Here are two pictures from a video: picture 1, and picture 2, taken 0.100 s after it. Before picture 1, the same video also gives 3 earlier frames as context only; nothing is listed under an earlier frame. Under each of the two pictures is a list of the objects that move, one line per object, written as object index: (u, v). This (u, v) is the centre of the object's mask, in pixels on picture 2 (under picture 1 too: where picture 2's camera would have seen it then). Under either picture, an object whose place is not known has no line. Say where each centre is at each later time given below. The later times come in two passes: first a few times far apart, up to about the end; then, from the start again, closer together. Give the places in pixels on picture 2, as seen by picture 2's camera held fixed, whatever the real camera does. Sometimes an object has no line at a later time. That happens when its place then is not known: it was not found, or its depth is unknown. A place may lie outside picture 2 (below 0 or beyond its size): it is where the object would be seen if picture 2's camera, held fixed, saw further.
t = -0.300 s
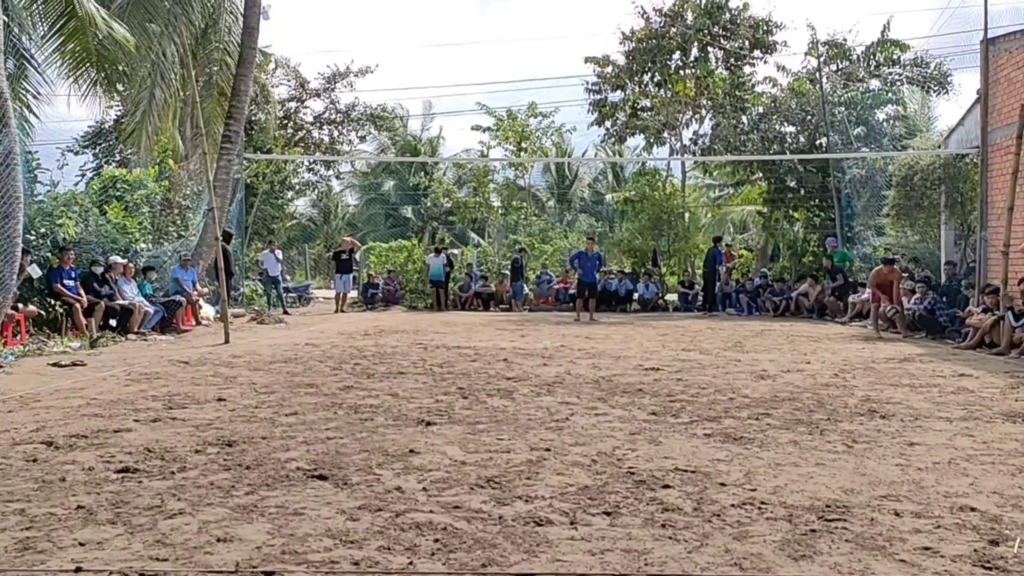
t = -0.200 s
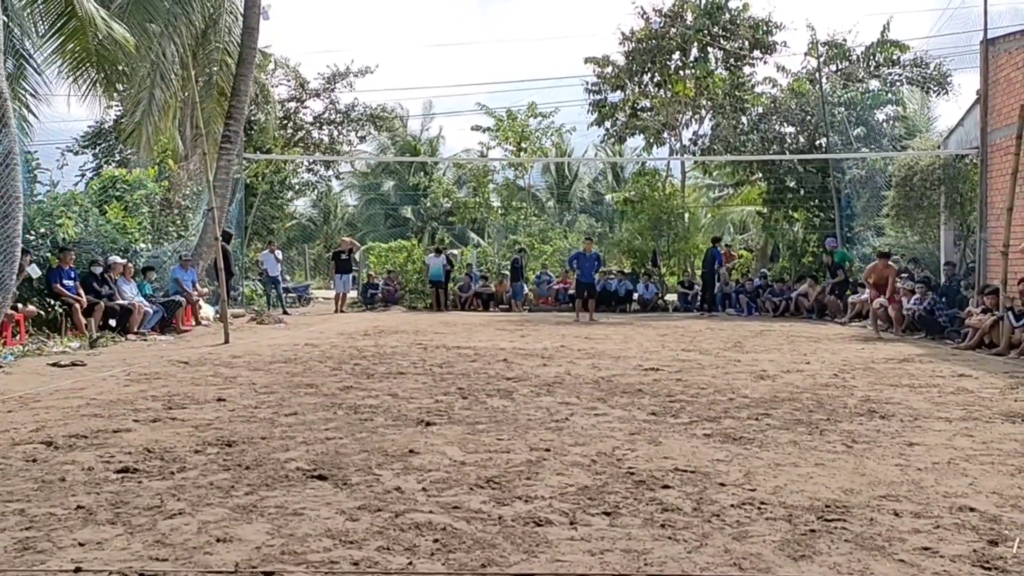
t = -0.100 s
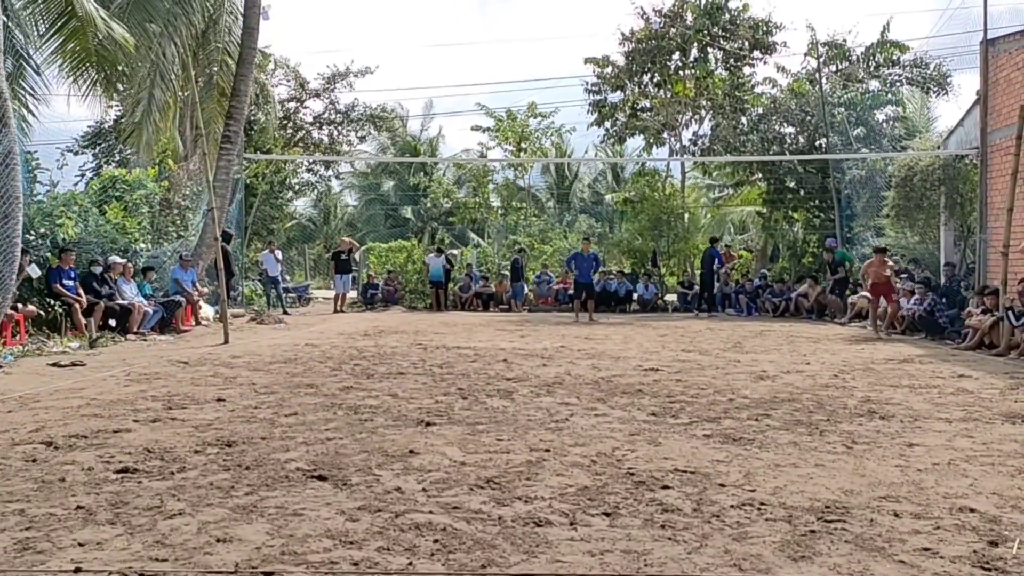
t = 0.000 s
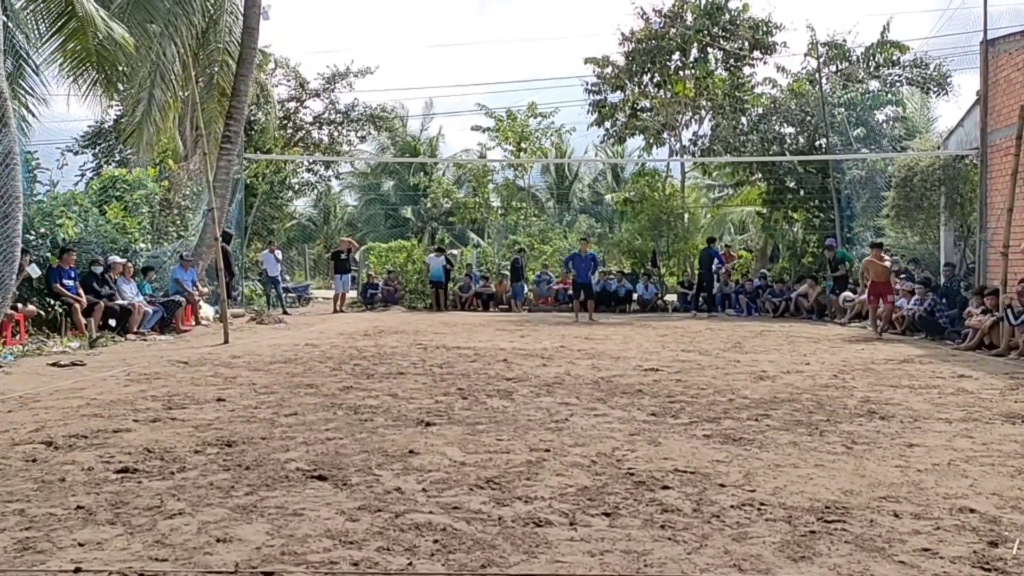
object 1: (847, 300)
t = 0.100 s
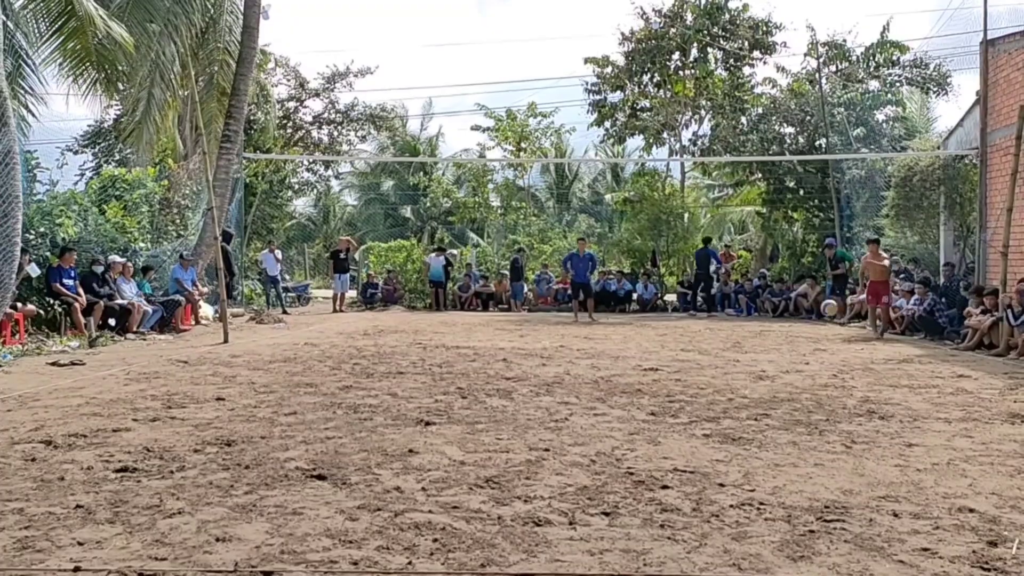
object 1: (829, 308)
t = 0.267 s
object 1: (798, 340)
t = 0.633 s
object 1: (761, 309)
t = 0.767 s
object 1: (747, 321)
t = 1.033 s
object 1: (715, 339)
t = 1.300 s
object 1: (678, 348)
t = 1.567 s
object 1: (643, 364)
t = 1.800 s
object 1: (613, 380)
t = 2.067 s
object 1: (591, 375)
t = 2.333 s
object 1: (575, 398)
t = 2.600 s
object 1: (562, 414)
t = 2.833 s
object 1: (551, 431)
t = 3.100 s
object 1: (543, 440)
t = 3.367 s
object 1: (534, 471)
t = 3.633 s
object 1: (515, 498)
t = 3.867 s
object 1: (491, 525)
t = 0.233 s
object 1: (804, 331)
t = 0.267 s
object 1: (798, 340)
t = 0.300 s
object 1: (793, 344)
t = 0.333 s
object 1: (790, 336)
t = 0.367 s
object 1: (787, 329)
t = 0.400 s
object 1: (784, 323)
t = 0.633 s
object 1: (761, 309)
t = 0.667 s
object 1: (758, 310)
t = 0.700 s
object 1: (754, 312)
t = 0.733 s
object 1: (750, 316)
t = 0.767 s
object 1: (747, 321)
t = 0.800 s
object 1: (743, 327)
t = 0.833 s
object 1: (739, 335)
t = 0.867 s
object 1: (735, 343)
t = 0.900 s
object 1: (731, 353)
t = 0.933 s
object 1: (727, 355)
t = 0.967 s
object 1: (724, 349)
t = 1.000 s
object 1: (719, 344)
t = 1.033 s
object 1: (715, 339)
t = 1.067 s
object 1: (710, 337)
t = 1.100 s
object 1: (706, 335)
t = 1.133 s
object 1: (701, 334)
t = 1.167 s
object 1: (697, 334)
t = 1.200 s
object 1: (692, 336)
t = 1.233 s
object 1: (688, 339)
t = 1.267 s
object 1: (683, 342)
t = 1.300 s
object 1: (678, 348)
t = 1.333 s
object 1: (673, 354)
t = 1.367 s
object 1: (668, 362)
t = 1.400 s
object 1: (663, 370)
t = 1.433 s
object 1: (659, 366)
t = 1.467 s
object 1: (655, 363)
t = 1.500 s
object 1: (651, 362)
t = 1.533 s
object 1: (647, 362)
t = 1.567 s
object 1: (643, 364)
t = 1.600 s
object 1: (639, 366)
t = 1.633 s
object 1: (635, 370)
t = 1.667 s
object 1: (630, 376)
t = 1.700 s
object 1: (625, 378)
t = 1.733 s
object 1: (621, 378)
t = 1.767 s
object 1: (617, 378)
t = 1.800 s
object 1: (613, 380)
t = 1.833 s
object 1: (608, 384)
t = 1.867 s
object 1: (604, 388)
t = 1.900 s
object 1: (601, 387)
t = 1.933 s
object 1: (599, 381)
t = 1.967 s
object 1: (597, 378)
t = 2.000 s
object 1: (594, 375)
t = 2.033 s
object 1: (592, 375)
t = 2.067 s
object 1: (591, 375)
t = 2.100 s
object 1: (588, 377)
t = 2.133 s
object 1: (586, 381)
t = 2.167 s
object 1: (584, 387)
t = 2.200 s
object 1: (581, 394)
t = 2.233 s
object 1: (580, 402)
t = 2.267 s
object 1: (579, 399)
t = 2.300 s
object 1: (577, 398)
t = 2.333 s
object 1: (575, 398)
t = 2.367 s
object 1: (573, 401)
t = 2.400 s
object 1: (571, 404)
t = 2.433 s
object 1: (569, 411)
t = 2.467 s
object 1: (568, 411)
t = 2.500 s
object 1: (566, 409)
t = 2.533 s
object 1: (565, 409)
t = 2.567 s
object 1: (563, 410)
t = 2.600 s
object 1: (562, 414)
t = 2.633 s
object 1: (560, 419)
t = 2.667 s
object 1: (559, 417)
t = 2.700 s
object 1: (557, 418)
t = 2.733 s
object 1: (555, 421)
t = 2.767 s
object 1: (554, 425)
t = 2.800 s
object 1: (553, 430)
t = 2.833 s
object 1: (551, 431)
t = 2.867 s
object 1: (550, 434)
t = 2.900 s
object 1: (549, 433)
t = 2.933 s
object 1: (548, 435)
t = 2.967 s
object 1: (547, 439)
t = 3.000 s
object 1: (546, 440)
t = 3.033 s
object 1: (545, 439)
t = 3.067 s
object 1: (544, 438)
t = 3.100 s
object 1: (543, 440)
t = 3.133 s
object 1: (542, 444)
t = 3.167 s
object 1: (541, 451)
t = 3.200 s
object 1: (540, 458)
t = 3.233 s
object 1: (539, 458)
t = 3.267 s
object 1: (538, 459)
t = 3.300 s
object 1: (537, 465)
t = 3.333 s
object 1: (535, 470)
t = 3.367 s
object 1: (534, 471)
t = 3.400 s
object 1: (532, 474)
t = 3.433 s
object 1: (531, 479)
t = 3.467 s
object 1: (529, 481)
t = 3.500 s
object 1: (526, 482)
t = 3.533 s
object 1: (524, 486)
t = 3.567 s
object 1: (521, 493)
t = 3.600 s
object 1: (518, 495)
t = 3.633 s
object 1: (515, 498)
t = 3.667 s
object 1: (512, 502)
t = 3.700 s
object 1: (508, 505)
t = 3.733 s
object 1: (505, 510)
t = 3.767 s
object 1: (502, 515)
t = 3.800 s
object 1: (499, 520)
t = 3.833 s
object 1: (495, 521)
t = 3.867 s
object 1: (491, 525)
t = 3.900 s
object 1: (488, 531)
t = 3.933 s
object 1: (484, 534)
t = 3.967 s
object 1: (480, 537)
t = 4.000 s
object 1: (476, 540)
